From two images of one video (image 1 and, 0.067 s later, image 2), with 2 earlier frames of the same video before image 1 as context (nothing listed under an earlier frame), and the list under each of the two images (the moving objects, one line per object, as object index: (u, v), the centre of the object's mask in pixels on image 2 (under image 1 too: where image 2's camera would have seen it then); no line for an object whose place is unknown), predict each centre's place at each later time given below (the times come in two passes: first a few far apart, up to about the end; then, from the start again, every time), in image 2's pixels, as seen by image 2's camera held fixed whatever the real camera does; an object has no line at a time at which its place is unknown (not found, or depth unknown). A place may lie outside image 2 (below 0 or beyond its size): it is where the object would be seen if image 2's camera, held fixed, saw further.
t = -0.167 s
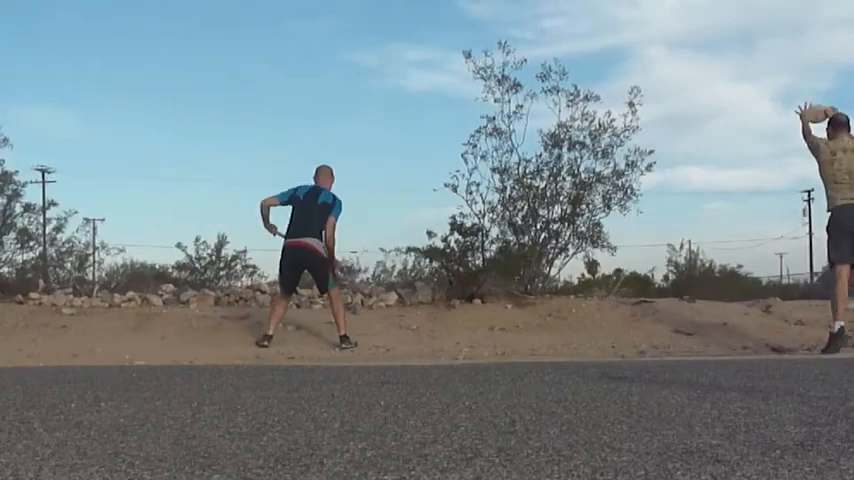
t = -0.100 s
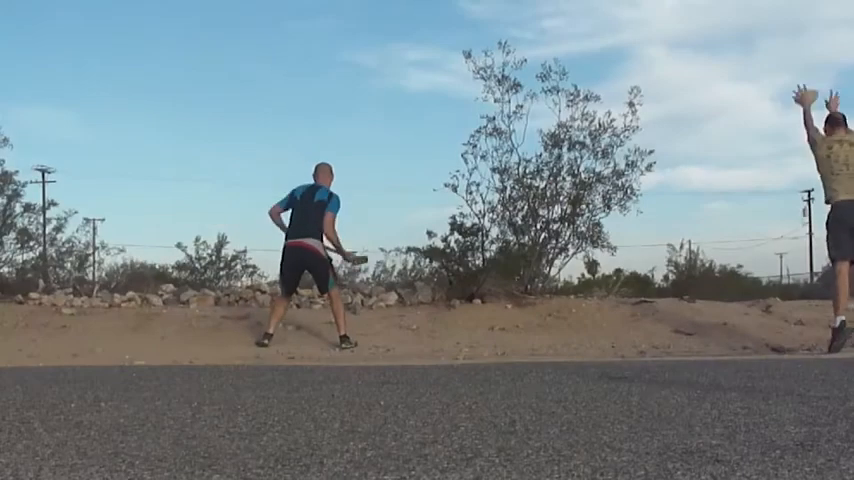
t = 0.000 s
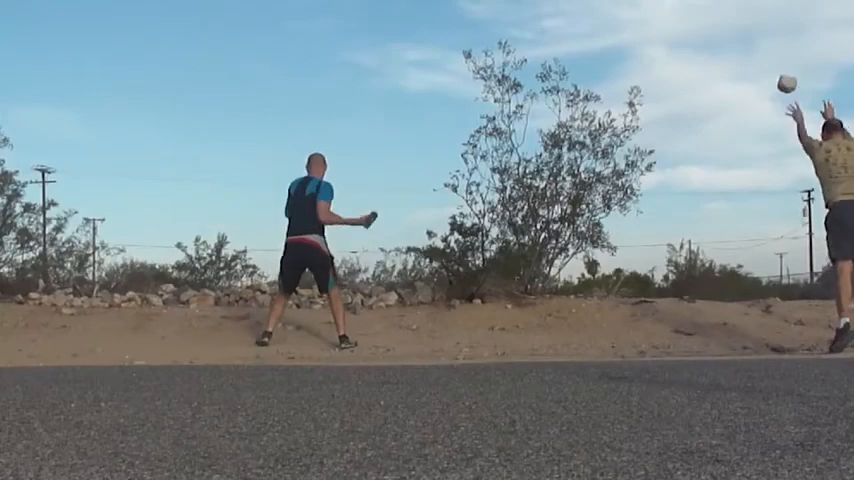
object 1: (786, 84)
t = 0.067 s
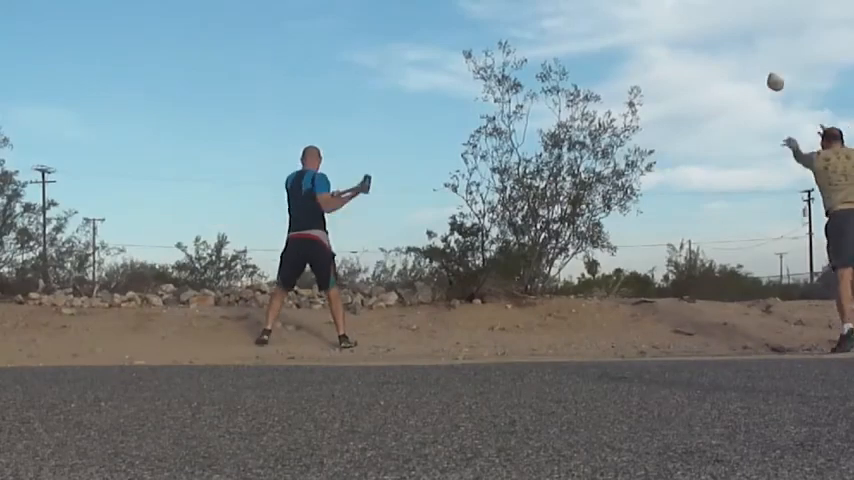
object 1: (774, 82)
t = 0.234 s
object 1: (751, 96)
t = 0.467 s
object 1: (724, 158)
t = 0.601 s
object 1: (711, 211)
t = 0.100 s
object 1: (769, 82)
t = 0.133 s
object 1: (765, 84)
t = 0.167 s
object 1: (760, 87)
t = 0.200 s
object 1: (755, 90)
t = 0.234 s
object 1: (751, 96)
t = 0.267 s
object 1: (746, 102)
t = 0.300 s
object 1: (742, 110)
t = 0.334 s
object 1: (738, 118)
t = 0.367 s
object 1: (734, 127)
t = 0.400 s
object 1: (730, 137)
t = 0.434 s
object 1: (727, 147)
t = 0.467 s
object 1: (724, 158)
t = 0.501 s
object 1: (721, 170)
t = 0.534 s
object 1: (717, 183)
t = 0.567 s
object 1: (714, 196)
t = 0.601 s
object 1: (711, 211)
